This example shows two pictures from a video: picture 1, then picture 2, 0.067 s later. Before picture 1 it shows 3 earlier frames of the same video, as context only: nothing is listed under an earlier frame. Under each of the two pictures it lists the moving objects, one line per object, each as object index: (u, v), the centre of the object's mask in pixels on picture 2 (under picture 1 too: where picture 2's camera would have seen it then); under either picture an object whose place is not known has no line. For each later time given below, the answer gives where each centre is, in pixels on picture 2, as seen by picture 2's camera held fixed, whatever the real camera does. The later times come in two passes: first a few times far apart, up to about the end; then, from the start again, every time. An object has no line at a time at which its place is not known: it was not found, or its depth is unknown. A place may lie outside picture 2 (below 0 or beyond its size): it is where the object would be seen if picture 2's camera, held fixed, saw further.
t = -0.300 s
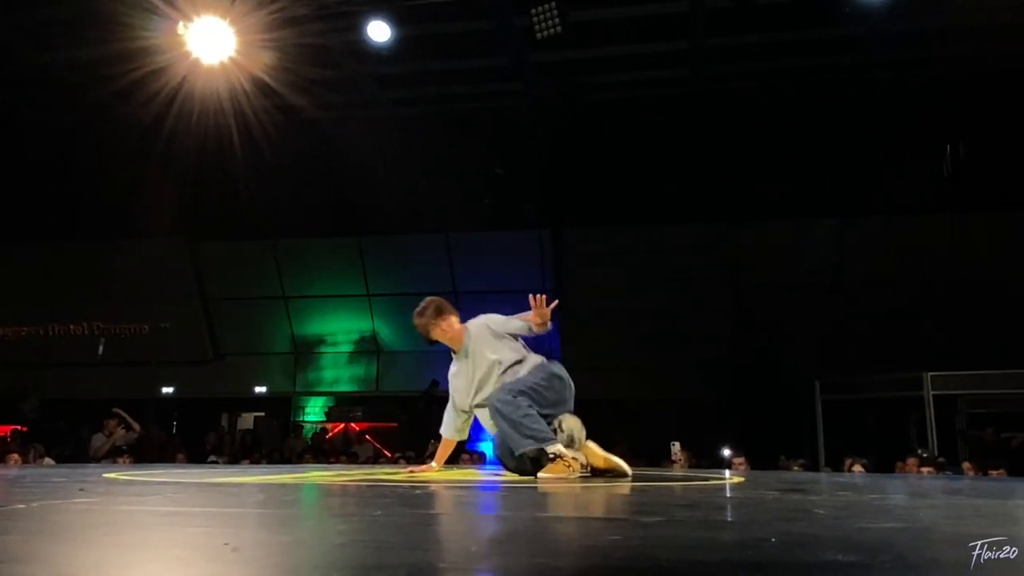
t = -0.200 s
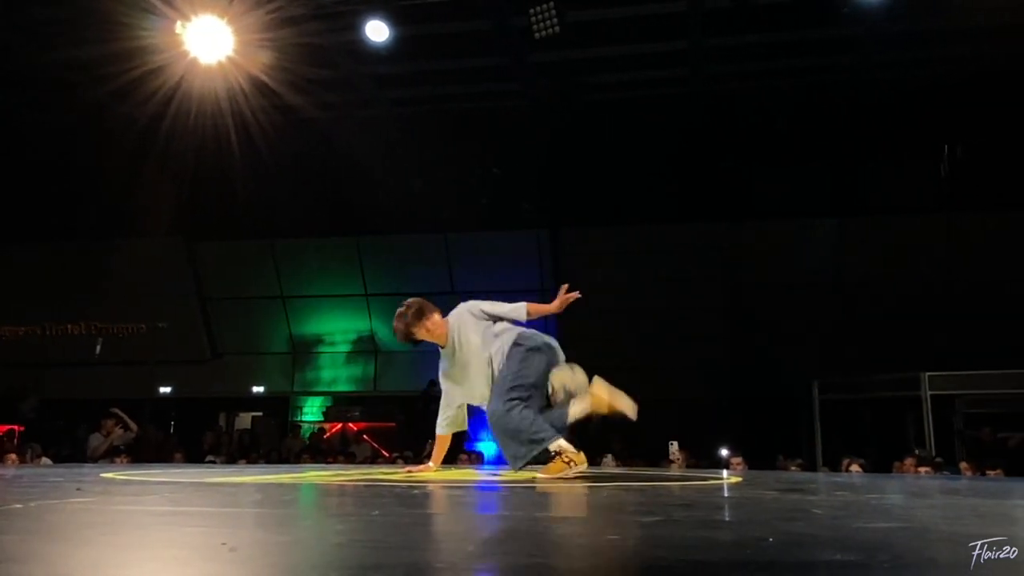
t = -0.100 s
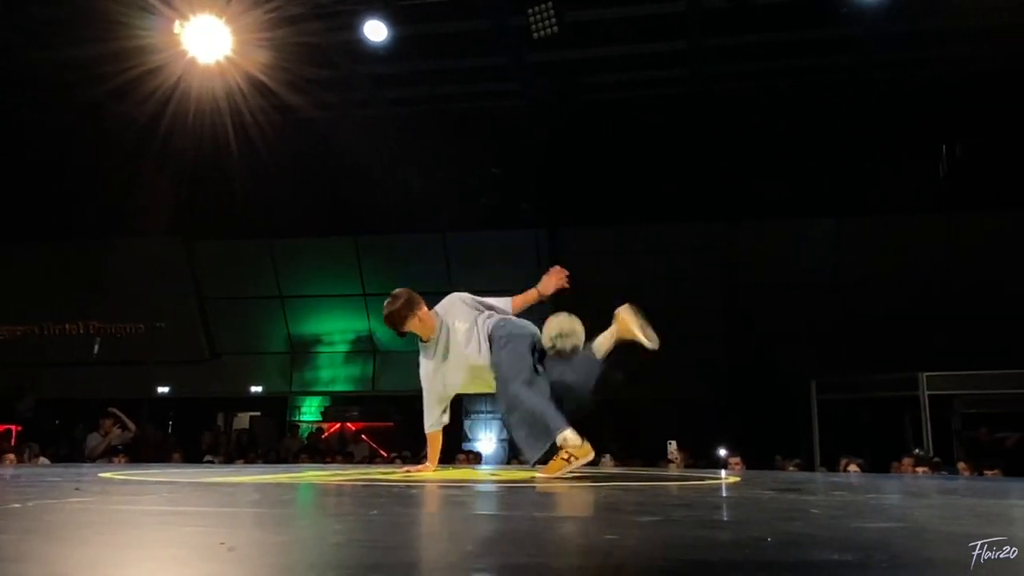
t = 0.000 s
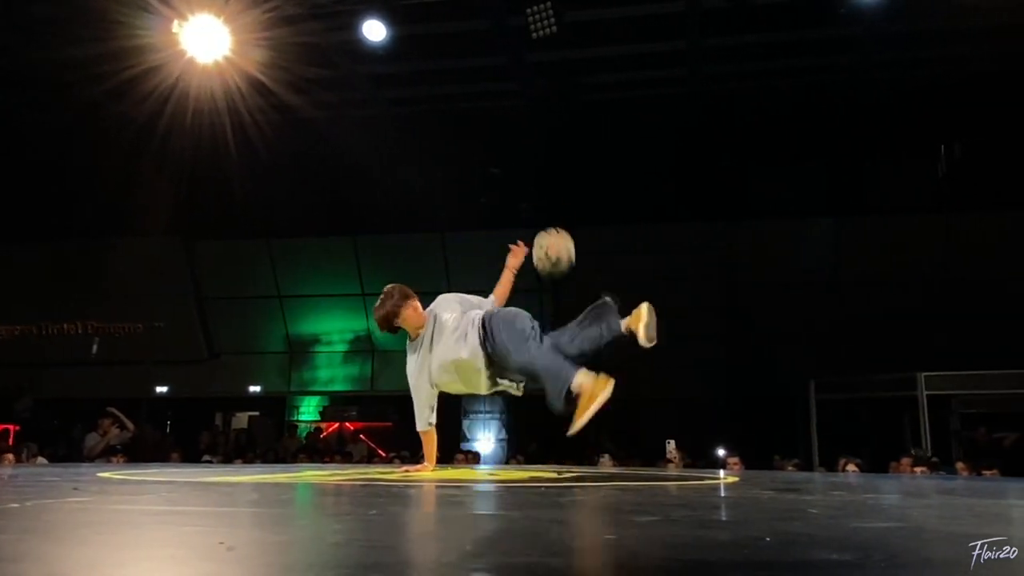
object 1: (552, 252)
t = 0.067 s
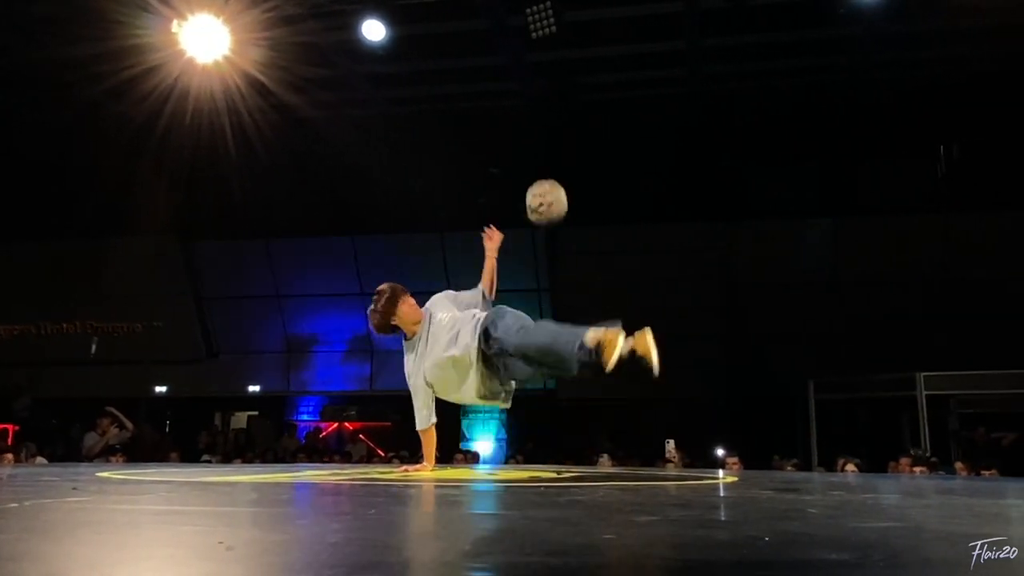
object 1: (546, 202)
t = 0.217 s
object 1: (532, 128)
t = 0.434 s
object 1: (512, 94)
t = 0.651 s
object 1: (493, 140)
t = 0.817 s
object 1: (478, 228)
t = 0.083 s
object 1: (544, 192)
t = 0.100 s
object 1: (543, 182)
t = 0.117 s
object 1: (541, 172)
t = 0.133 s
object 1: (540, 164)
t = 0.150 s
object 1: (538, 156)
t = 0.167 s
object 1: (537, 149)
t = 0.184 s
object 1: (535, 142)
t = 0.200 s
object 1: (534, 134)
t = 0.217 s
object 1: (532, 128)
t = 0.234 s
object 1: (531, 123)
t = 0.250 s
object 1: (529, 118)
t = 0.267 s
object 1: (528, 113)
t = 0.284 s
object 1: (526, 109)
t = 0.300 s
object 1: (525, 105)
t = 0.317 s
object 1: (523, 102)
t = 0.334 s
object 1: (521, 99)
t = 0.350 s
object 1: (520, 97)
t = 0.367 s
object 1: (518, 96)
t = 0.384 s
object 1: (517, 95)
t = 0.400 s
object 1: (515, 94)
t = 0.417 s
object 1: (514, 94)
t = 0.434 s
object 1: (512, 94)
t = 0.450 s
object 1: (511, 95)
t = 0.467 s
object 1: (510, 96)
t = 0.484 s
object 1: (508, 98)
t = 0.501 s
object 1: (507, 100)
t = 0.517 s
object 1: (505, 102)
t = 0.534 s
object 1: (504, 105)
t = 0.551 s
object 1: (502, 108)
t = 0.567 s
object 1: (501, 112)
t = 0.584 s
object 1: (499, 117)
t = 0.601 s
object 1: (498, 122)
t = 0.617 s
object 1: (496, 127)
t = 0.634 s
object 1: (494, 133)
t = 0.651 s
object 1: (493, 140)
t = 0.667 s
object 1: (492, 147)
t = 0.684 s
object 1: (490, 154)
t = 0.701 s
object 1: (489, 162)
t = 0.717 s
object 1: (487, 170)
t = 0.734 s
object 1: (486, 178)
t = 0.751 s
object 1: (484, 187)
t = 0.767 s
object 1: (483, 197)
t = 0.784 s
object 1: (481, 206)
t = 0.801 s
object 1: (480, 217)
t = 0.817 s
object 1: (478, 228)
